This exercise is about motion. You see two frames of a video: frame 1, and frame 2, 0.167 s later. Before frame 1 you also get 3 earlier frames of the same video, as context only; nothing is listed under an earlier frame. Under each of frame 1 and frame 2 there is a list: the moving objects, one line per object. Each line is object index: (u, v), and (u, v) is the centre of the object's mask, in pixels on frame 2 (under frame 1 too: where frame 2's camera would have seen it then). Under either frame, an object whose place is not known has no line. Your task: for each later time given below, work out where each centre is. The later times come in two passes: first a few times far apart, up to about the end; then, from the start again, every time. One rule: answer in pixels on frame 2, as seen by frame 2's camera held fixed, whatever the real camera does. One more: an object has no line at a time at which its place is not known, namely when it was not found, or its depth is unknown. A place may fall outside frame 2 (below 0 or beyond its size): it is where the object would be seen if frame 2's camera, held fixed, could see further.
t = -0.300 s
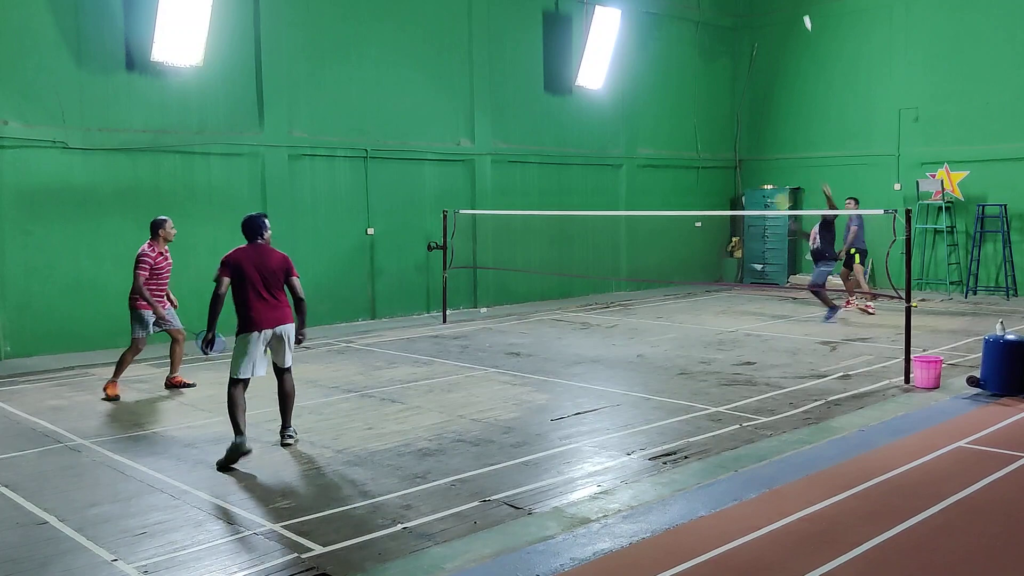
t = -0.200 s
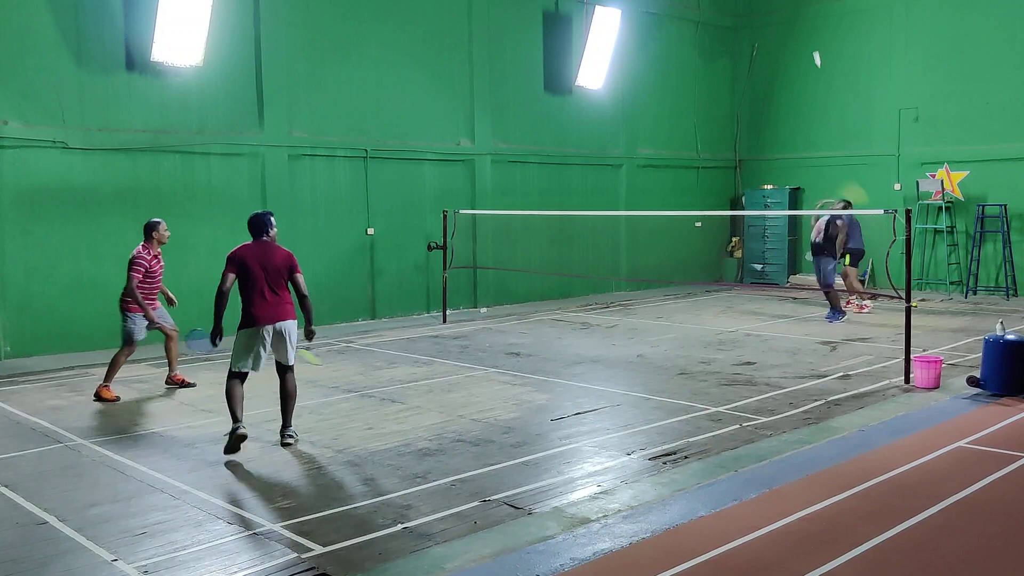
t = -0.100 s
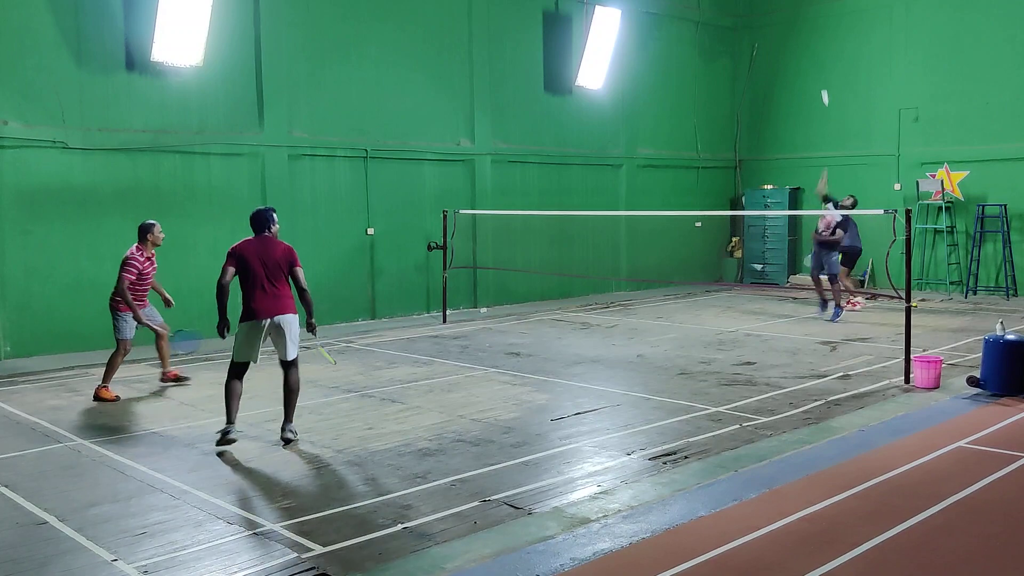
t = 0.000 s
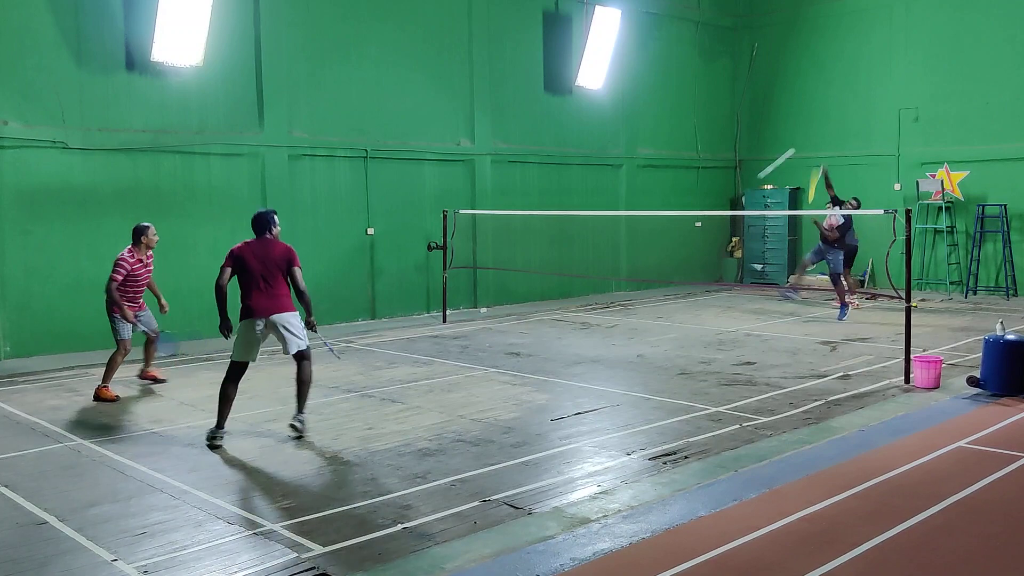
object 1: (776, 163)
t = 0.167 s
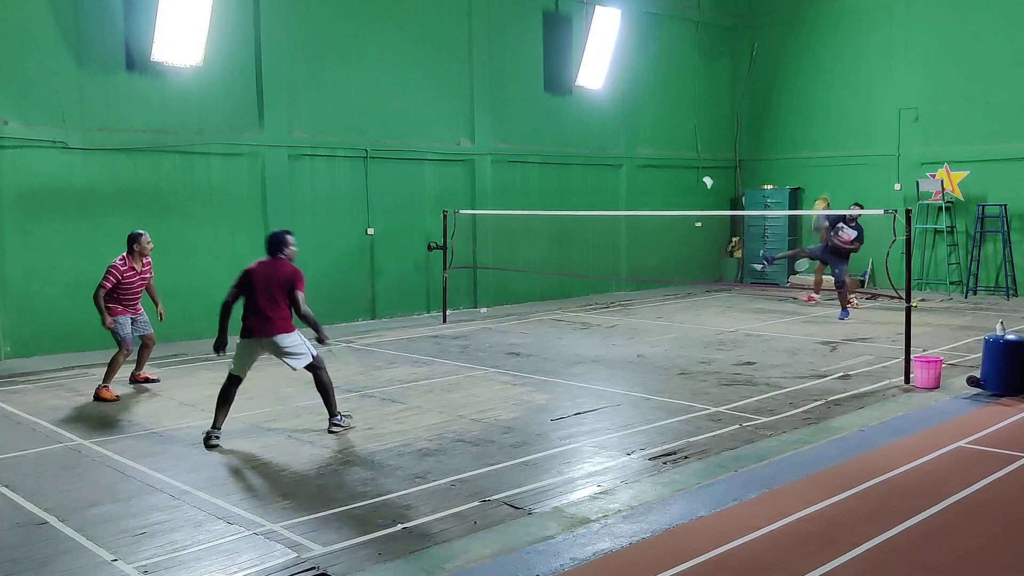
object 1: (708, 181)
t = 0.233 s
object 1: (702, 177)
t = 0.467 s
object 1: (685, 183)
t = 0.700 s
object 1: (673, 237)
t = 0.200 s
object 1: (704, 179)
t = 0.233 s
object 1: (702, 177)
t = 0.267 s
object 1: (702, 175)
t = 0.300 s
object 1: (700, 171)
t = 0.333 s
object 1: (696, 169)
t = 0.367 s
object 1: (693, 170)
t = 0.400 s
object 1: (691, 172)
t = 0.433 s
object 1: (688, 177)
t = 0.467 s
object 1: (685, 183)
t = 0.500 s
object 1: (683, 189)
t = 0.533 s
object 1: (681, 195)
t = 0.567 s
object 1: (679, 203)
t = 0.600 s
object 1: (677, 211)
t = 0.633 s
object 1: (675, 220)
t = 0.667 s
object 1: (674, 227)
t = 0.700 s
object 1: (673, 237)
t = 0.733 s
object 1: (672, 248)
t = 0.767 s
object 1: (672, 261)
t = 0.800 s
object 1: (671, 274)
